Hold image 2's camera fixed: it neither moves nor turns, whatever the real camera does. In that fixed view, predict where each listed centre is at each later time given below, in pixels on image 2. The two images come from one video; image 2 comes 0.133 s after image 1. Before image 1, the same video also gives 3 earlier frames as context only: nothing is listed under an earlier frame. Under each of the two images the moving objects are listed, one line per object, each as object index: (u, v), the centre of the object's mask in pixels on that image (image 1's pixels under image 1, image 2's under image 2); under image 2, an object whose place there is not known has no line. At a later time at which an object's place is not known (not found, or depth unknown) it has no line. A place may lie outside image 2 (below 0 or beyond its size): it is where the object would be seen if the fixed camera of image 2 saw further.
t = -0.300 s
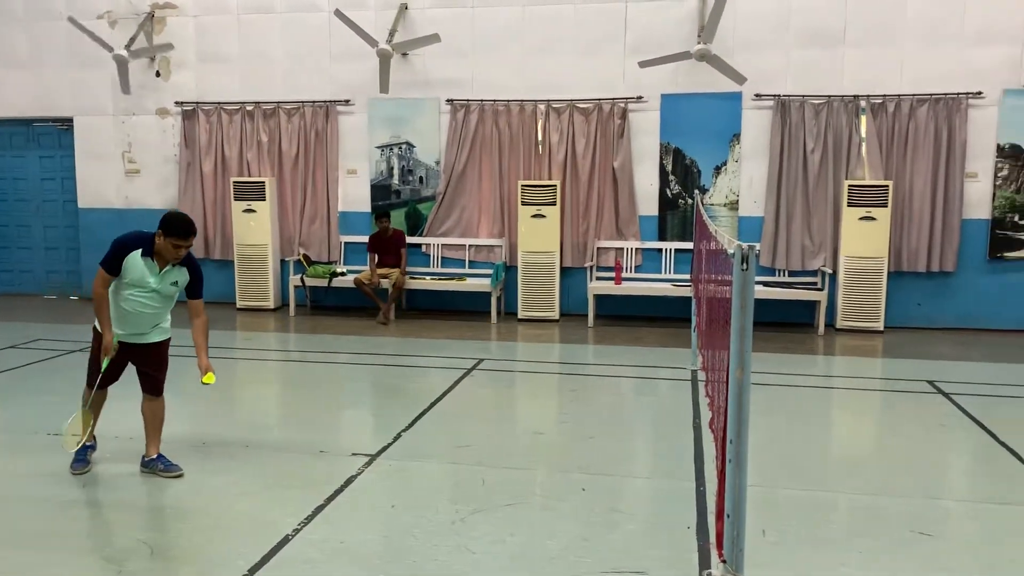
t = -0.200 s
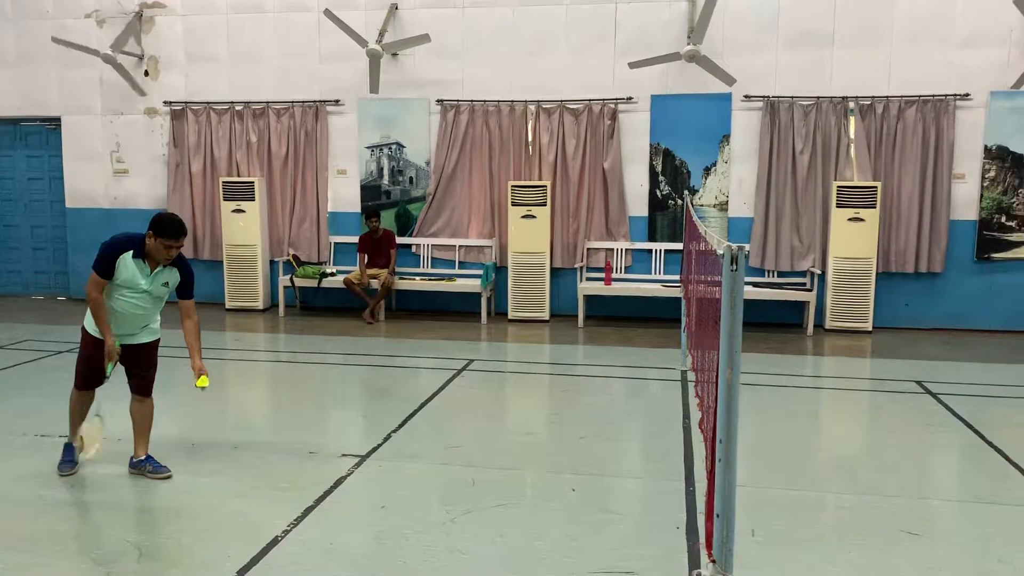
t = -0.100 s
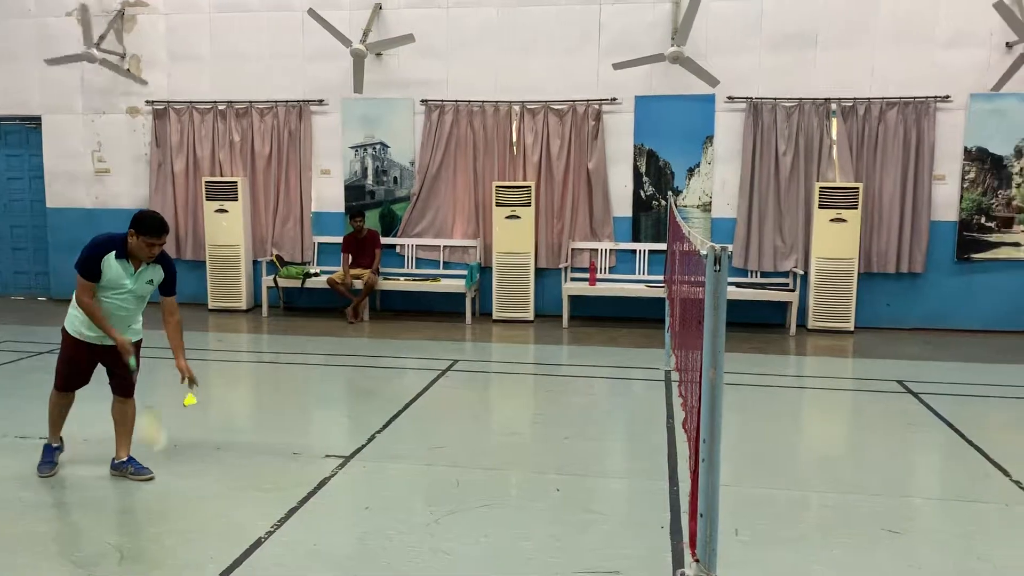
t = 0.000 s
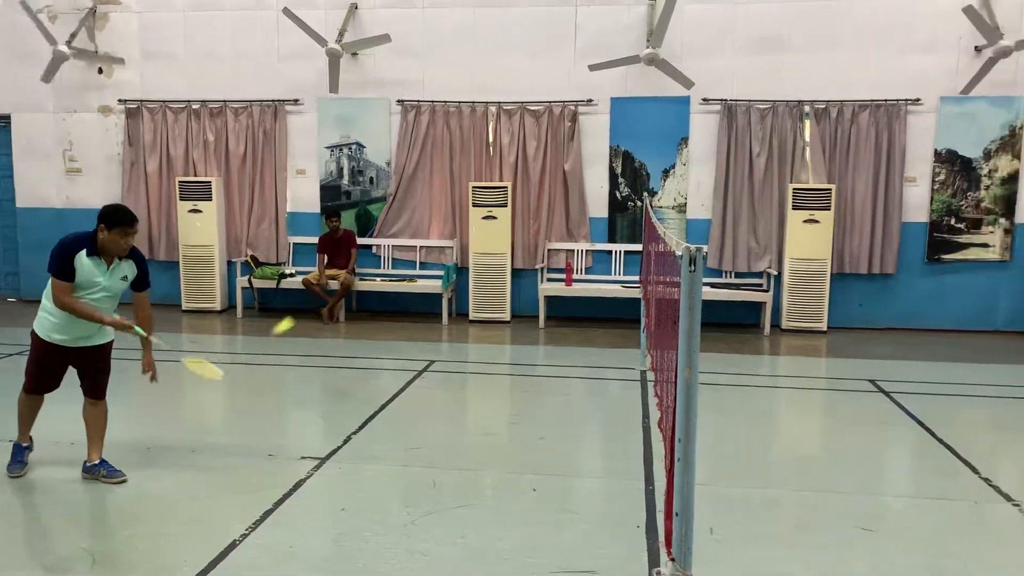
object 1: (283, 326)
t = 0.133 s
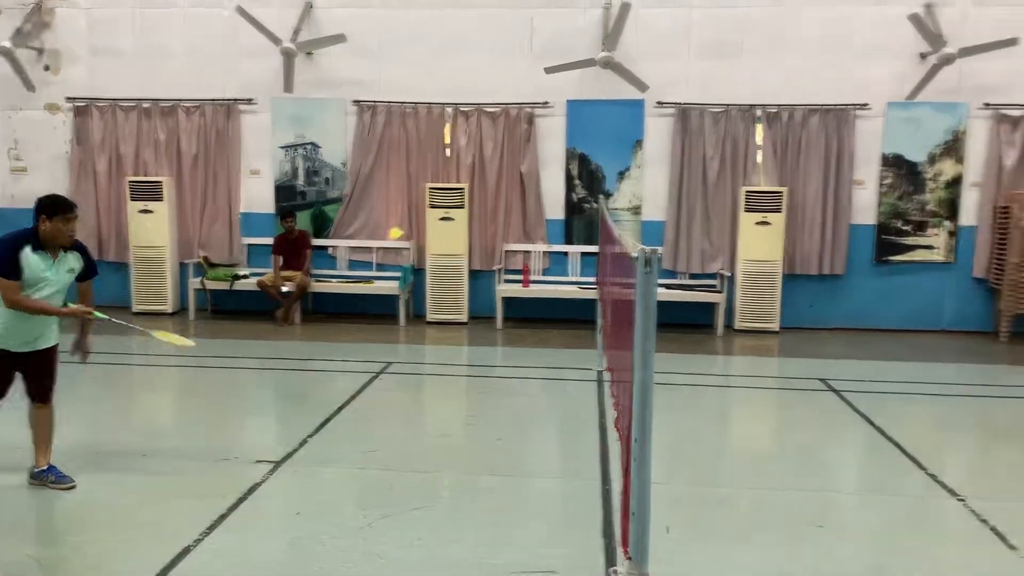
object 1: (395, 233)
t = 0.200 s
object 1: (460, 209)
